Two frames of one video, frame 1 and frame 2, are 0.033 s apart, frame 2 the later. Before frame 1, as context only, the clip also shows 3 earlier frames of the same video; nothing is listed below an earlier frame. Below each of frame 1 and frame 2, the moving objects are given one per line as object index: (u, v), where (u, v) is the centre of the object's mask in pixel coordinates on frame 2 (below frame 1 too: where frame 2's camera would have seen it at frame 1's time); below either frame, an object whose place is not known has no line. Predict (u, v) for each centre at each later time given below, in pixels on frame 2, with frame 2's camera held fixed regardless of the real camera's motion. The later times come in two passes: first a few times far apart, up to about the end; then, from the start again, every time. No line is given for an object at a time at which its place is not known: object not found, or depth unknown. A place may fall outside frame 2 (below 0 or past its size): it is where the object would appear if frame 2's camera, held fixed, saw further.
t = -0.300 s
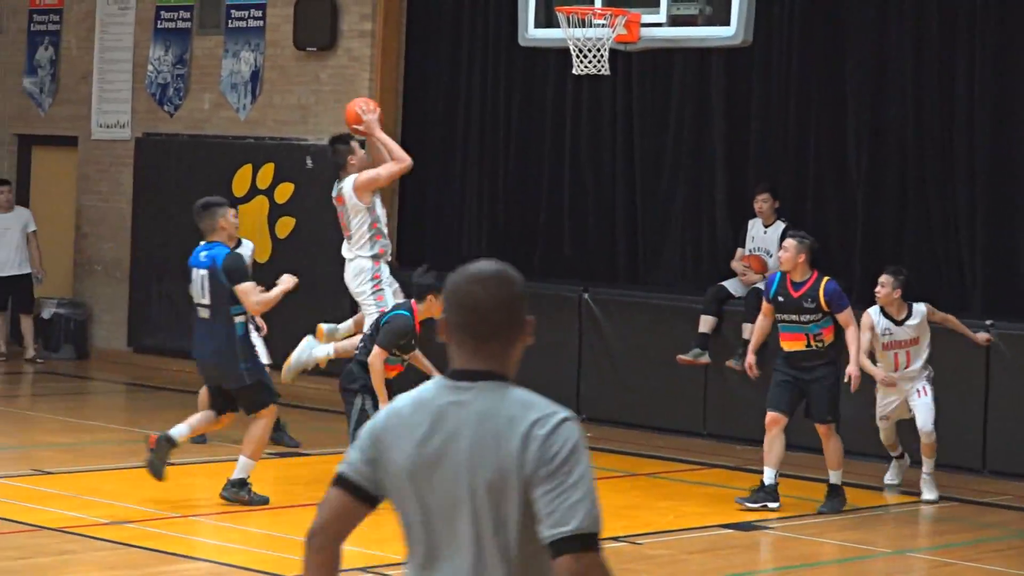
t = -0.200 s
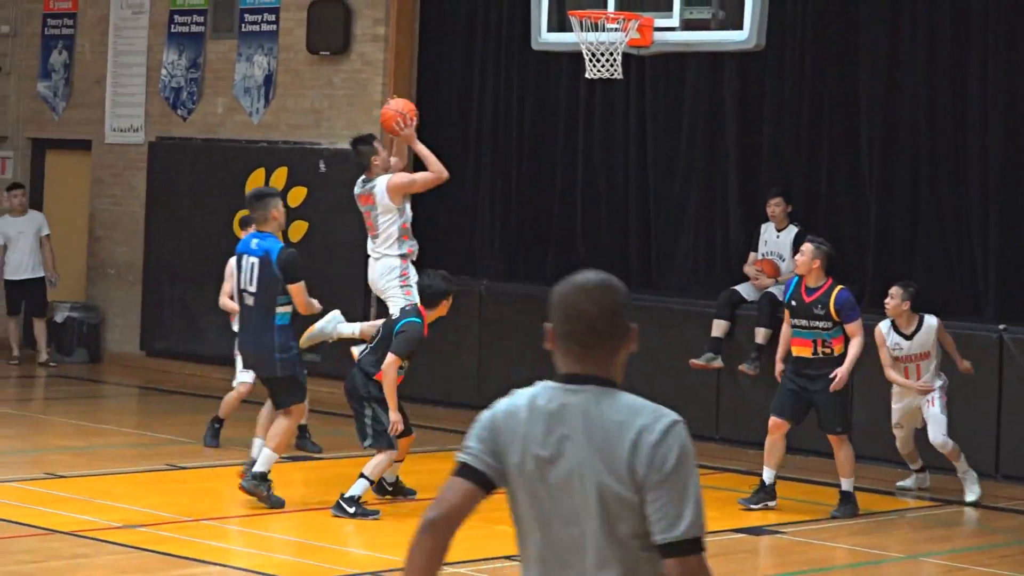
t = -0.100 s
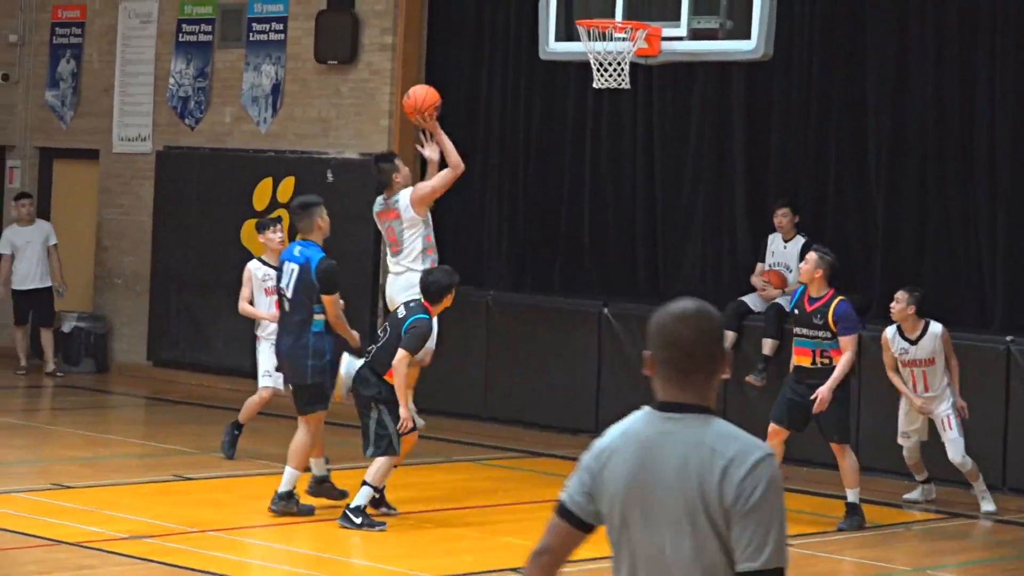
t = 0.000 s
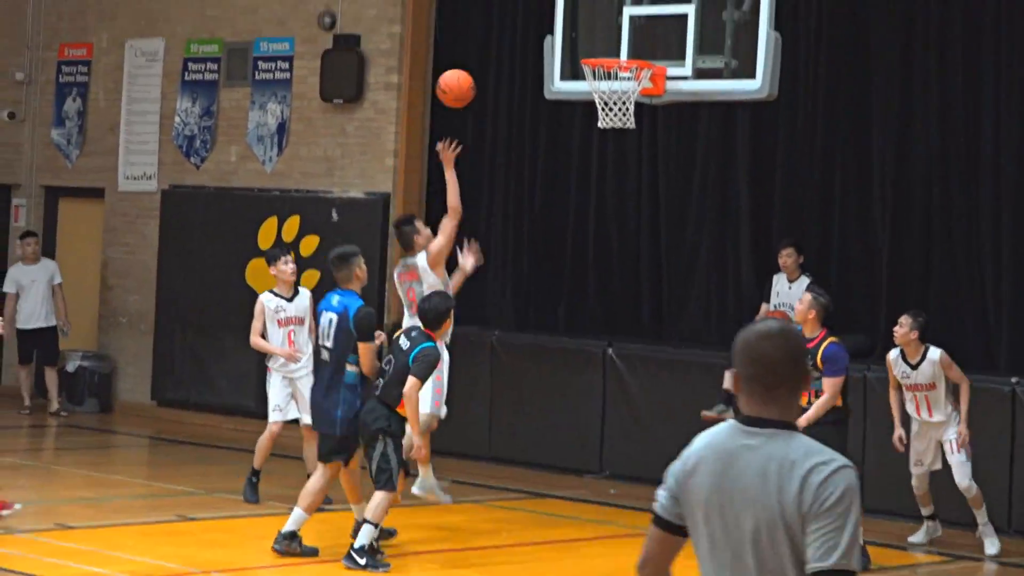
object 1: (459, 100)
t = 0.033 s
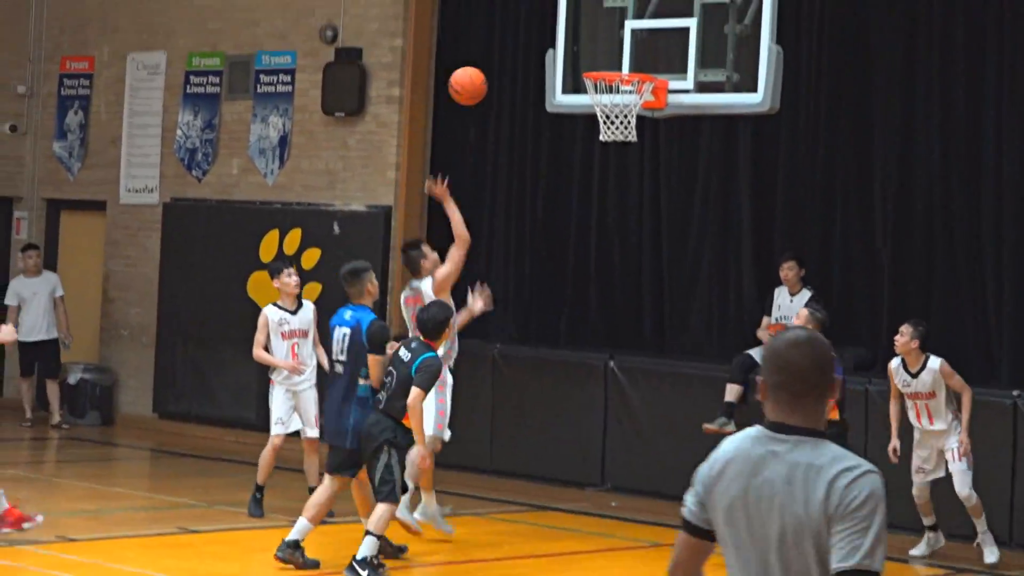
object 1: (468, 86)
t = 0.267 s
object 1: (535, 28)
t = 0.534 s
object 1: (606, 59)
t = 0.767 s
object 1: (638, 106)
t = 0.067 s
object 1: (477, 74)
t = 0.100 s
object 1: (486, 62)
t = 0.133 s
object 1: (496, 52)
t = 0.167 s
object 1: (506, 44)
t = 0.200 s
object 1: (516, 37)
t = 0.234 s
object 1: (525, 32)
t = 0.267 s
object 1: (535, 28)
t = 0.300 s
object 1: (543, 26)
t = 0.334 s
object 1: (553, 27)
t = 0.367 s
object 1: (562, 29)
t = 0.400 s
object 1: (573, 31)
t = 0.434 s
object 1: (581, 36)
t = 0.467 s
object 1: (590, 42)
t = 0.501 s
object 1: (598, 50)
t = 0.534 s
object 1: (606, 59)
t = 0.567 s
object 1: (615, 66)
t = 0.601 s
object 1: (620, 81)
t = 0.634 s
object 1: (624, 88)
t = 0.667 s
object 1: (631, 97)
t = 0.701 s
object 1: (634, 103)
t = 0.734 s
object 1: (637, 105)
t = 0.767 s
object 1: (638, 106)
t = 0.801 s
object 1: (636, 102)
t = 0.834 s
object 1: (633, 99)
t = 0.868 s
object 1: (630, 97)
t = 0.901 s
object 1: (627, 97)
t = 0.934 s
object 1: (623, 102)
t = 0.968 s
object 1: (619, 106)
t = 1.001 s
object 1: (615, 111)
